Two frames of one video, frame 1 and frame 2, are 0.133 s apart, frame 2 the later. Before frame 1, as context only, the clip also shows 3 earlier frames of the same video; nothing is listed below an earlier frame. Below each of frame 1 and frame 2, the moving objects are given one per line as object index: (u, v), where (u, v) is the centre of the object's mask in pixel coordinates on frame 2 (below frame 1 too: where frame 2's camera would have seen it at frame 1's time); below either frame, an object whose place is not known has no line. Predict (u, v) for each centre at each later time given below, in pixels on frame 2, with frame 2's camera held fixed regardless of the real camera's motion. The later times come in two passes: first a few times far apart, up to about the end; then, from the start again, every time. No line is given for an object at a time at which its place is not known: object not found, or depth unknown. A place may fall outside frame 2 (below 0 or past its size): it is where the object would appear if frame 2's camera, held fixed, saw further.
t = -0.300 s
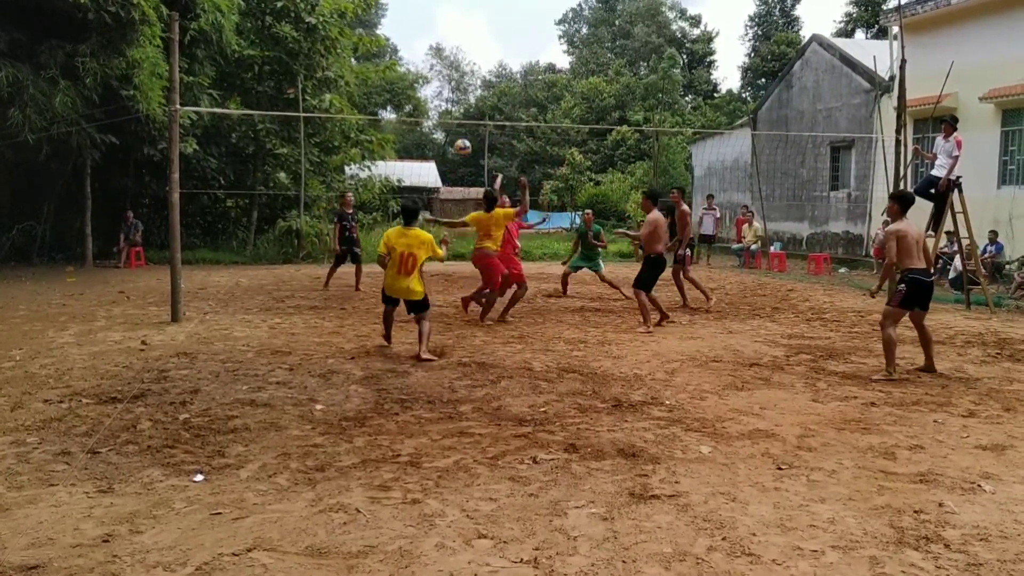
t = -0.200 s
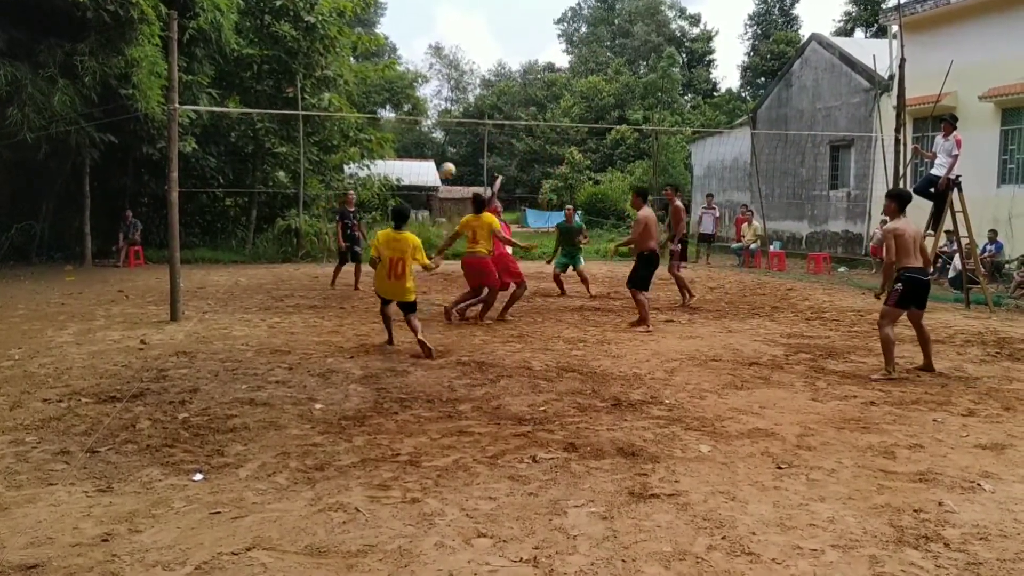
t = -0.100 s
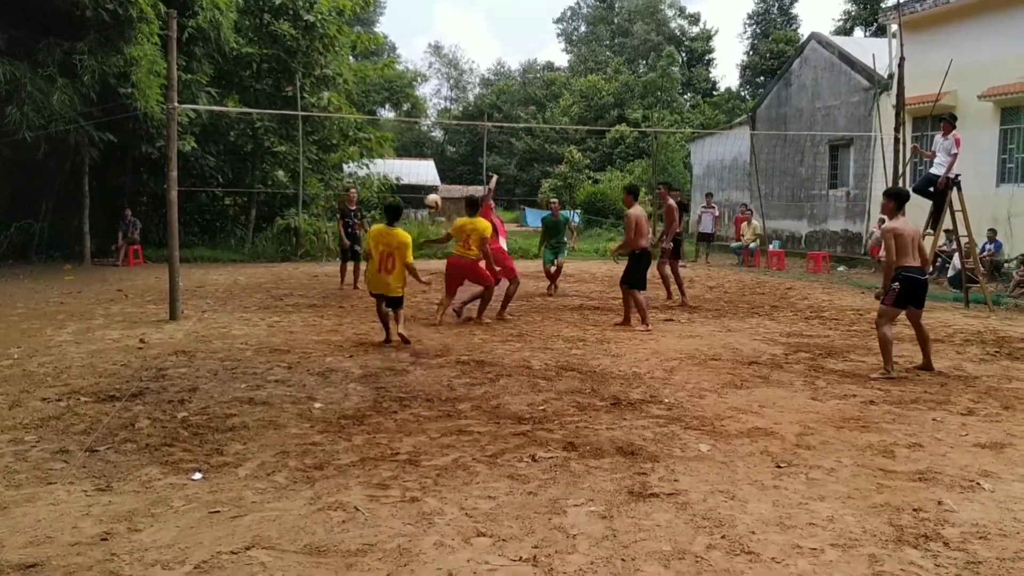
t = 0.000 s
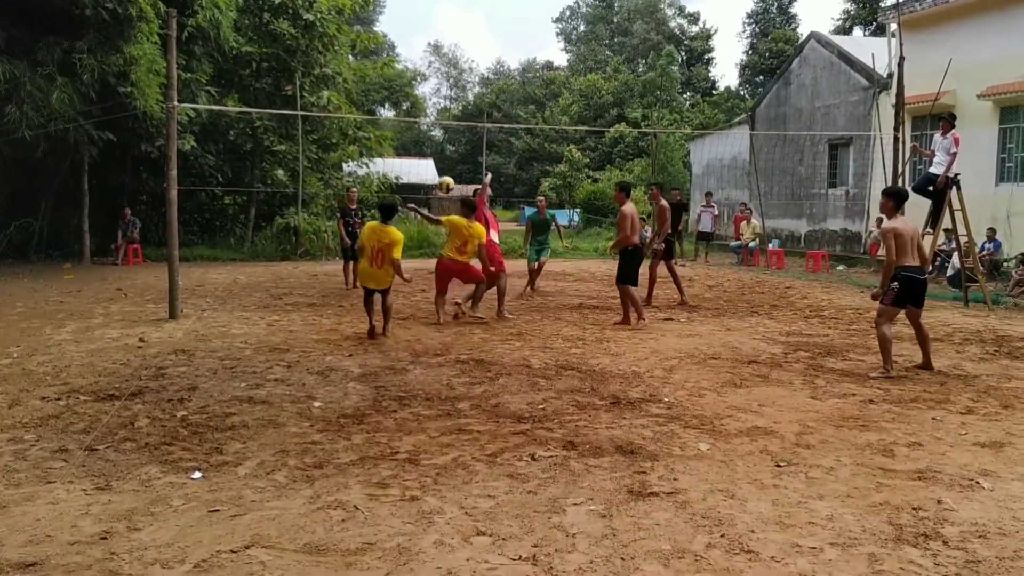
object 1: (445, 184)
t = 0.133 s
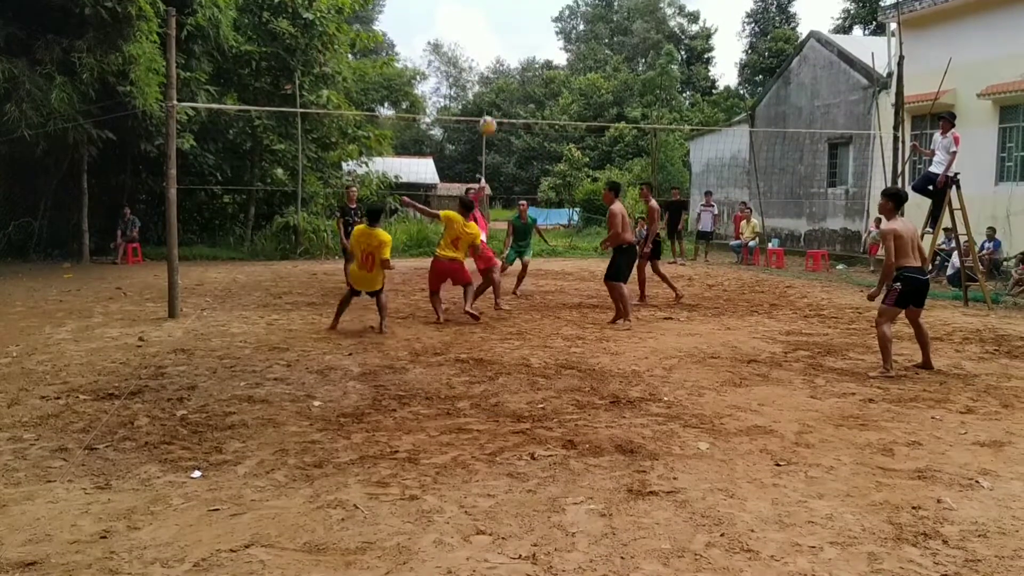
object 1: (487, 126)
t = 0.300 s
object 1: (541, 72)
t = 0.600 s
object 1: (638, 35)
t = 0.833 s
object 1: (712, 62)
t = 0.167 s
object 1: (498, 114)
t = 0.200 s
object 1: (509, 101)
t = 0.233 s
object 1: (520, 91)
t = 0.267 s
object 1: (530, 80)
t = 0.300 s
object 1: (541, 72)
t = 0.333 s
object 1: (552, 64)
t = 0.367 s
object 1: (563, 59)
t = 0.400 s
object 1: (574, 52)
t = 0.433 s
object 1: (585, 46)
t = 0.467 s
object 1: (595, 42)
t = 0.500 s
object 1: (606, 40)
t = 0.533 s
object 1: (617, 37)
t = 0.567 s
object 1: (627, 36)
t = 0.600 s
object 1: (638, 35)
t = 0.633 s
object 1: (648, 36)
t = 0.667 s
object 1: (660, 38)
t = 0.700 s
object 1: (671, 41)
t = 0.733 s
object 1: (681, 44)
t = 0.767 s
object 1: (690, 50)
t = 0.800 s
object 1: (702, 55)
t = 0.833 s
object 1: (712, 62)
